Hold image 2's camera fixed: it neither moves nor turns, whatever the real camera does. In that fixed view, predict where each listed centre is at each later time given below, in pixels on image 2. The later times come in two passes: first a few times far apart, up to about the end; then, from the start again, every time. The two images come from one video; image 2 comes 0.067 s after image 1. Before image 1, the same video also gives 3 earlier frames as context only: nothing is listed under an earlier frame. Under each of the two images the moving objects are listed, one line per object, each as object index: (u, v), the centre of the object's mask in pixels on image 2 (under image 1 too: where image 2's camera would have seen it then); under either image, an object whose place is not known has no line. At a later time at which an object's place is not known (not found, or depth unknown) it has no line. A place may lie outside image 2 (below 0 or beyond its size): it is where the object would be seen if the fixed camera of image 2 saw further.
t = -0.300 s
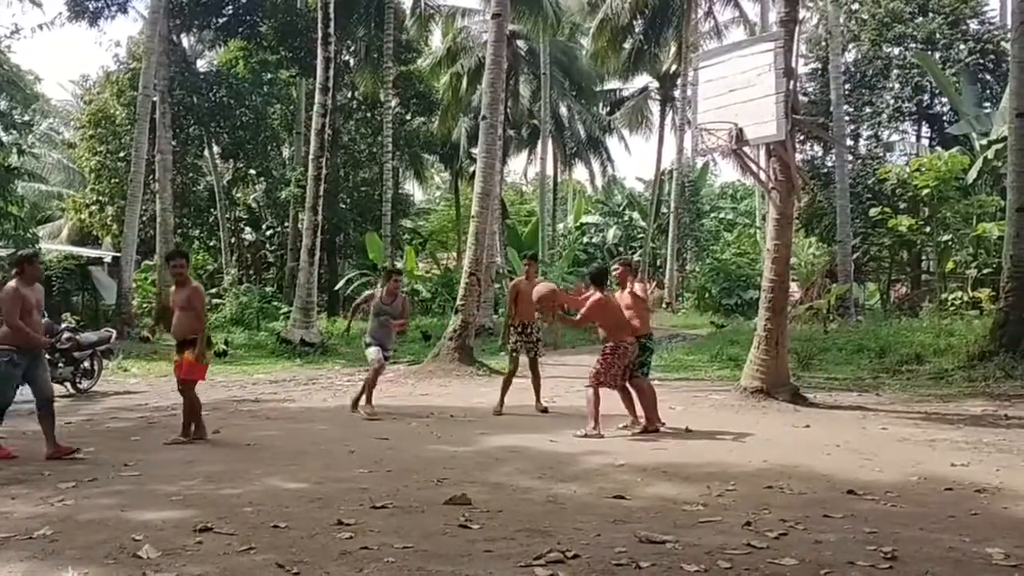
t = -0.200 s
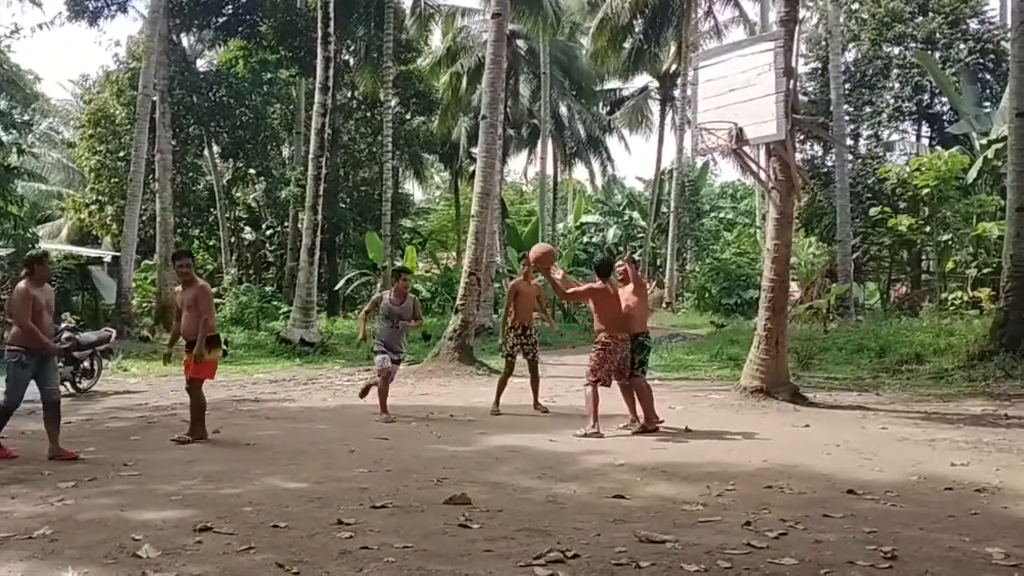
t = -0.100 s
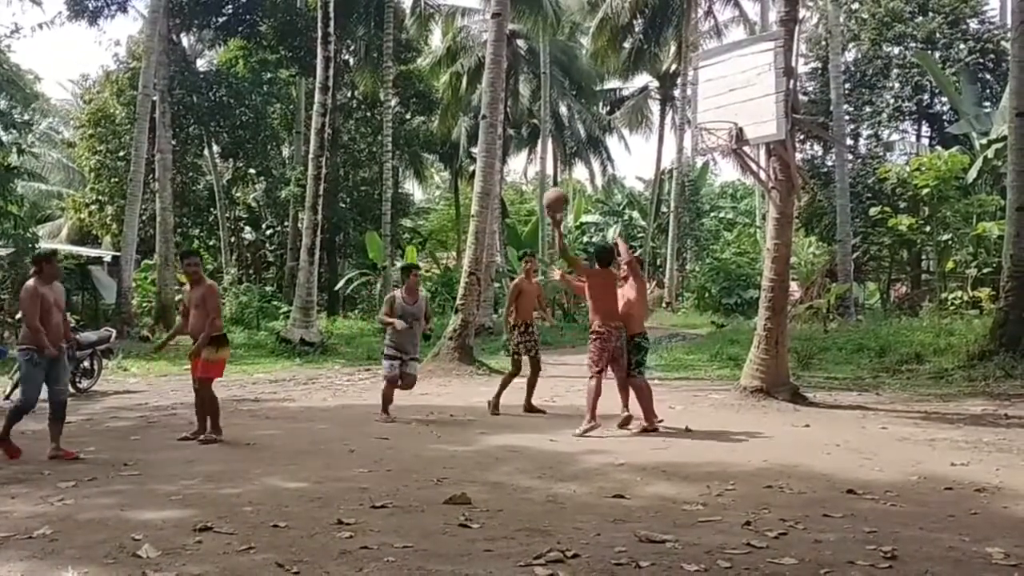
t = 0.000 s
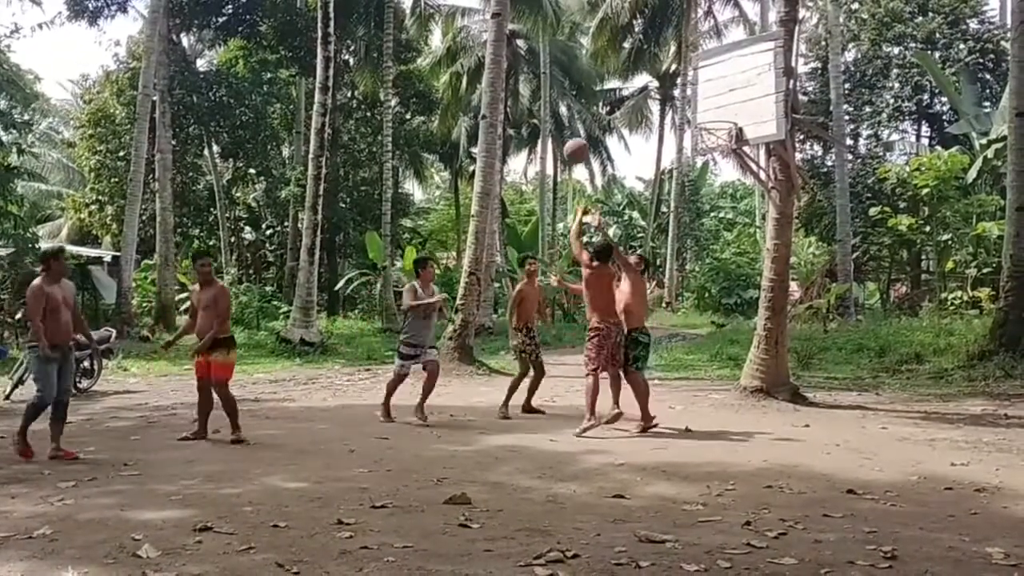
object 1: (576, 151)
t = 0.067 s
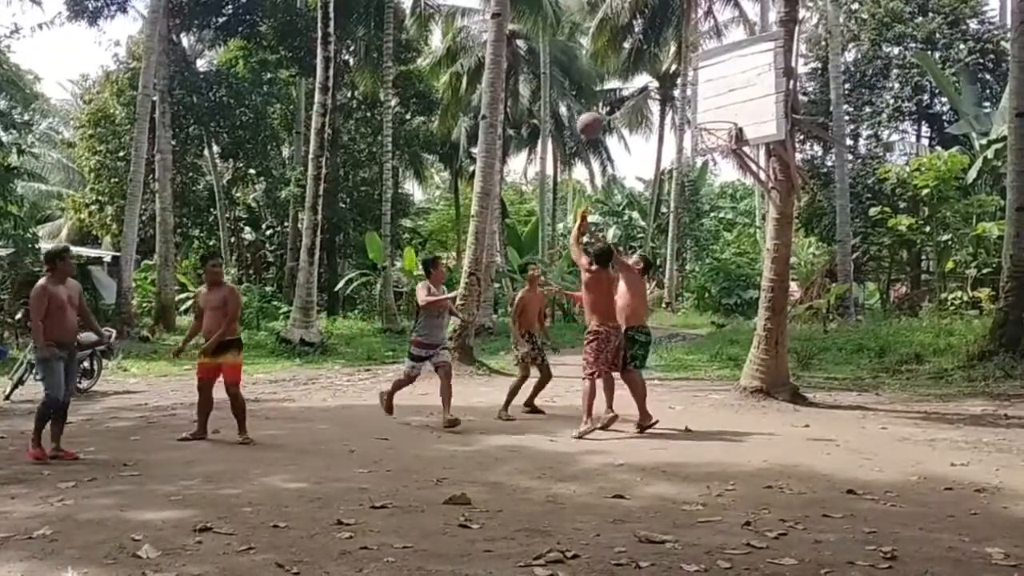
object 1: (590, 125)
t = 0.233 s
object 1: (623, 81)
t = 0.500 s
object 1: (672, 72)
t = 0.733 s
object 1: (713, 117)
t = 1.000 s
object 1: (732, 81)
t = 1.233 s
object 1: (736, 100)
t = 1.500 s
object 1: (768, 97)
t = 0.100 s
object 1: (597, 114)
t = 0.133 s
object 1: (603, 103)
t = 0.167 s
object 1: (610, 95)
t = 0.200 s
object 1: (616, 90)
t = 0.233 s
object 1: (623, 81)
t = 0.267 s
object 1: (629, 75)
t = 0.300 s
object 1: (636, 72)
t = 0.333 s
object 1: (642, 69)
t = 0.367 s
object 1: (648, 67)
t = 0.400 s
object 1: (654, 67)
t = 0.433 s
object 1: (661, 68)
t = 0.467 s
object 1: (667, 71)
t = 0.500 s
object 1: (672, 72)
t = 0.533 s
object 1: (679, 76)
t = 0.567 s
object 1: (684, 81)
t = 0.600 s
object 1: (691, 88)
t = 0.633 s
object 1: (697, 94)
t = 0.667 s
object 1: (703, 103)
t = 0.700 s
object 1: (709, 111)
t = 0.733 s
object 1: (713, 117)
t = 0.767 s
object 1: (716, 109)
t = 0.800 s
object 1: (719, 102)
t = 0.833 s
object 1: (722, 97)
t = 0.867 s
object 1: (724, 91)
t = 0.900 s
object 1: (728, 88)
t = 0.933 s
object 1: (731, 85)
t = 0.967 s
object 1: (732, 83)
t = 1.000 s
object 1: (732, 81)
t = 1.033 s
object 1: (733, 81)
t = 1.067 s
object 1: (733, 81)
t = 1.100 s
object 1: (734, 83)
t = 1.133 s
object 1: (735, 86)
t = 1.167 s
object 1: (735, 90)
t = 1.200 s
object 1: (736, 94)
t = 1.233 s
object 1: (736, 100)
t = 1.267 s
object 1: (737, 108)
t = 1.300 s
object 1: (740, 110)
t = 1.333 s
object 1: (744, 105)
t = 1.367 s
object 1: (749, 102)
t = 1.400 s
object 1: (753, 99)
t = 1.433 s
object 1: (758, 97)
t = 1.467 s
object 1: (763, 97)
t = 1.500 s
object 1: (768, 97)
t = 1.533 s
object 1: (773, 99)
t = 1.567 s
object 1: (777, 101)
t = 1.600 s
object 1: (780, 104)
